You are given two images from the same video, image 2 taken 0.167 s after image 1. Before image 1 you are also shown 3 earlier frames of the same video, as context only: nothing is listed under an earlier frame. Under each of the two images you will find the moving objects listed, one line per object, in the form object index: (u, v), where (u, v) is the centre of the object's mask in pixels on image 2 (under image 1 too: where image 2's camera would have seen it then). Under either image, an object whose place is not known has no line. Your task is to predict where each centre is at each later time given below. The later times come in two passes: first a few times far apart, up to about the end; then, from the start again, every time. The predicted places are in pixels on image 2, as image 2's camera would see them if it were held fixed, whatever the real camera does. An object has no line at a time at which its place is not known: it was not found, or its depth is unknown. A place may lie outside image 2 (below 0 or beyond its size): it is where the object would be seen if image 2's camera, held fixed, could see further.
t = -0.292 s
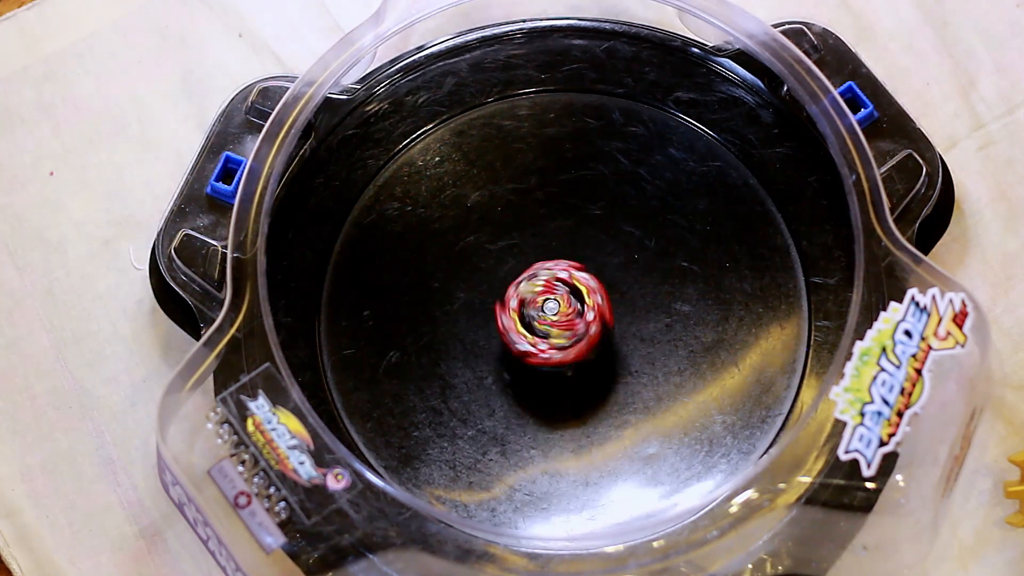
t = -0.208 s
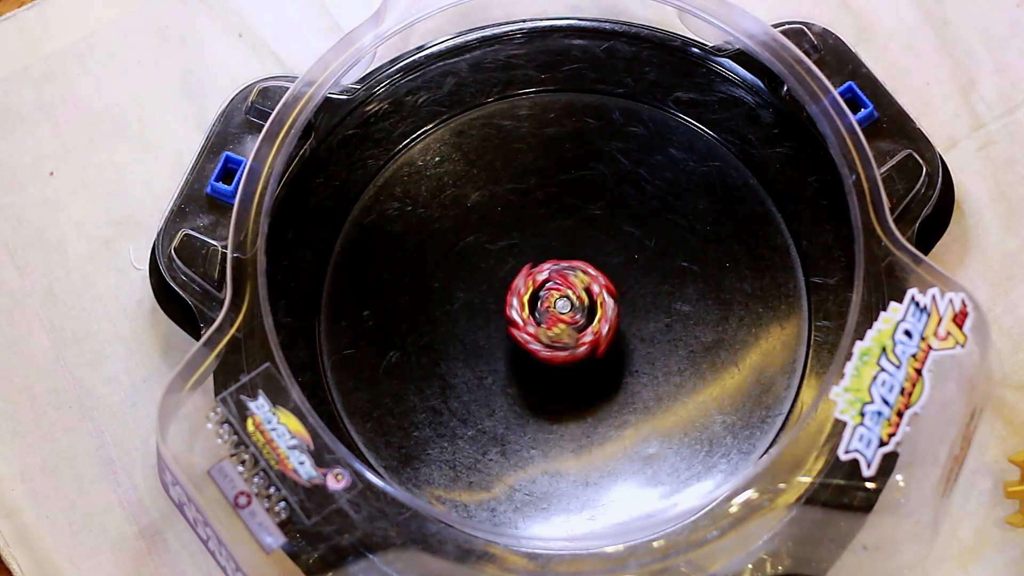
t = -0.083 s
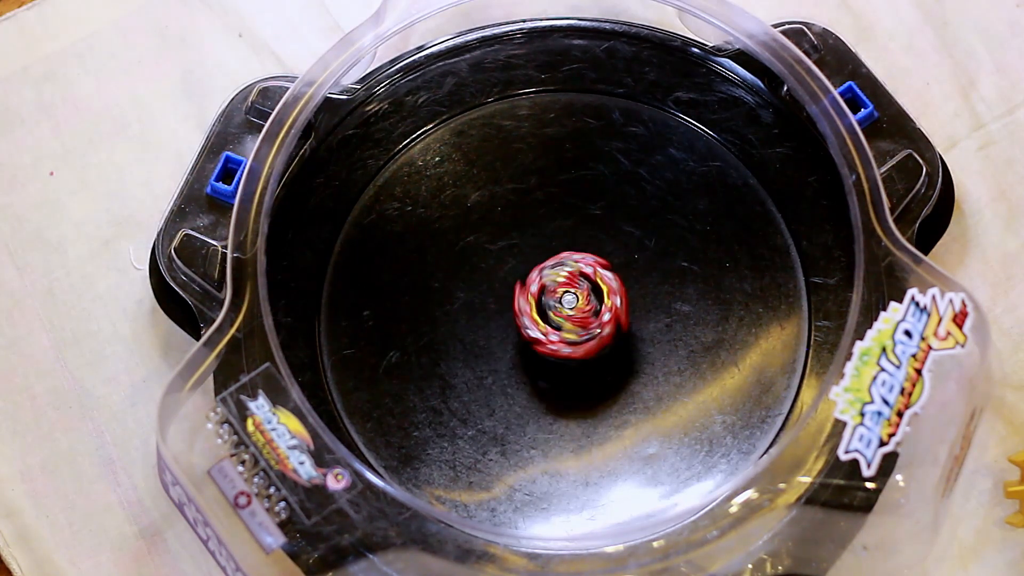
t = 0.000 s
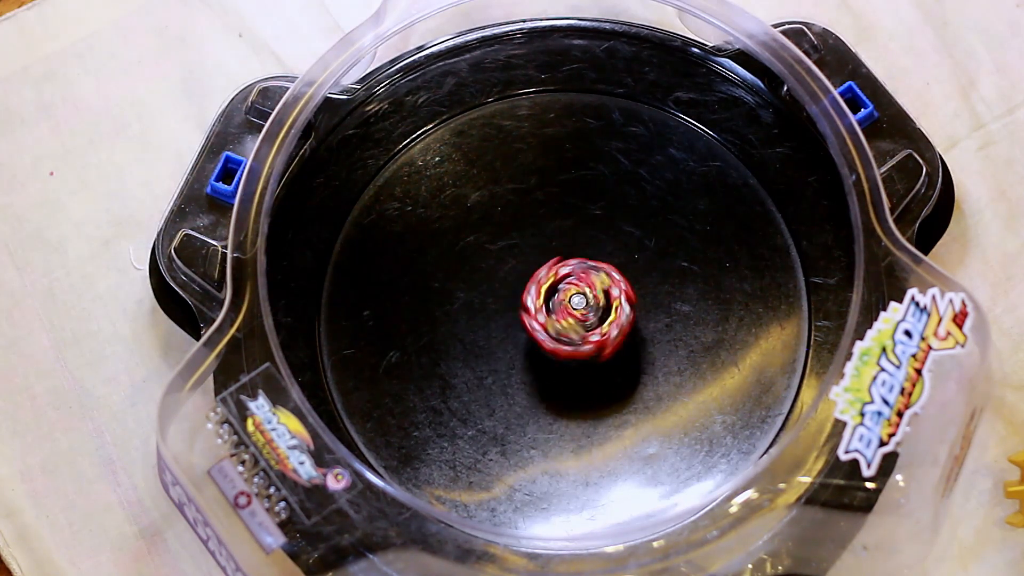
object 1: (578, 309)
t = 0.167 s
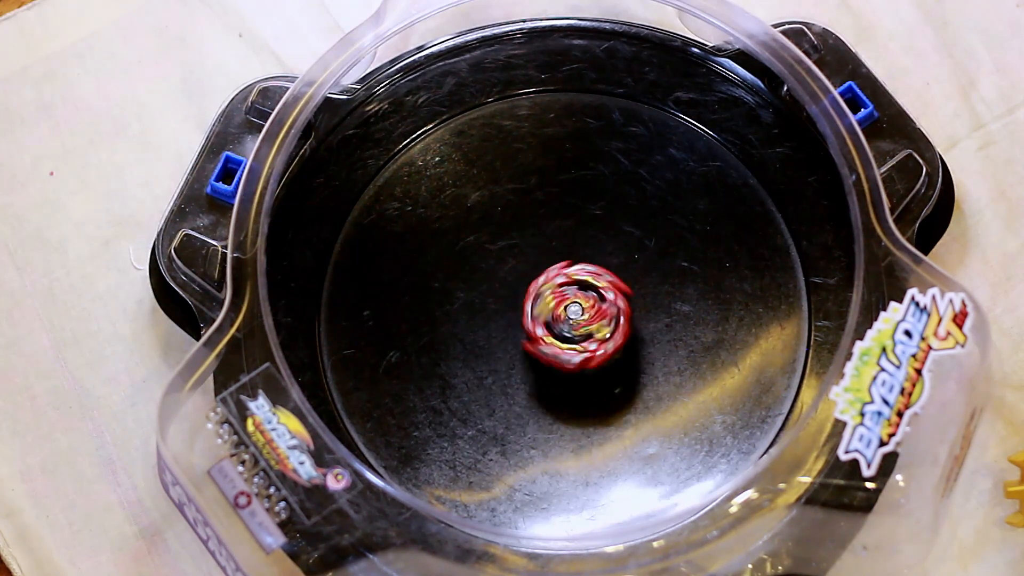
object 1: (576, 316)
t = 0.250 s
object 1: (574, 321)
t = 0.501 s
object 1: (564, 311)
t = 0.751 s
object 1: (564, 309)
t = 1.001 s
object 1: (562, 308)
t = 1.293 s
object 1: (560, 310)
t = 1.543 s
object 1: (559, 313)
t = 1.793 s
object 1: (562, 318)
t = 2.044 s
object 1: (562, 321)
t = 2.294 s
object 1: (566, 321)
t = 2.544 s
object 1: (567, 318)
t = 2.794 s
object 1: (568, 316)
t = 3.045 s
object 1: (571, 314)
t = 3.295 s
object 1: (569, 316)
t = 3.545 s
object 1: (567, 313)
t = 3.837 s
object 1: (569, 312)
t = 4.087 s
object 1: (567, 314)
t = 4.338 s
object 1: (567, 311)
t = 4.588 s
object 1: (566, 313)
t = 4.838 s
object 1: (568, 312)
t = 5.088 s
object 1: (565, 313)
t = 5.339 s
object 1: (565, 313)
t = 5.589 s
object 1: (564, 310)
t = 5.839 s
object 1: (561, 309)
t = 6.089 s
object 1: (561, 311)
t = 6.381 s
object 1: (562, 312)
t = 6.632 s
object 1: (562, 312)
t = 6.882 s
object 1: (562, 312)
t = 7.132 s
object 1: (563, 312)
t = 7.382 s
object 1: (563, 312)
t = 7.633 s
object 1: (563, 312)
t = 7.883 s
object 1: (563, 312)
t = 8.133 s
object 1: (563, 312)
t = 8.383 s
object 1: (563, 312)
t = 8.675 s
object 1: (563, 312)
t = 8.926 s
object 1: (562, 312)
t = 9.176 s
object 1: (563, 312)
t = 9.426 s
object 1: (563, 312)
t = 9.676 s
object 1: (563, 312)
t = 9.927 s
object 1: (563, 312)
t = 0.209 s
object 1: (575, 320)
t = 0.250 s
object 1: (574, 321)
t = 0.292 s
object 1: (573, 319)
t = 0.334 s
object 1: (570, 317)
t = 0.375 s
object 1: (566, 315)
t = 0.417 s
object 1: (565, 314)
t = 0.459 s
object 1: (565, 312)
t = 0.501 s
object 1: (564, 311)
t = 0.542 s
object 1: (566, 311)
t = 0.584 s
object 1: (567, 308)
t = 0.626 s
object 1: (565, 308)
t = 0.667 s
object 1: (563, 309)
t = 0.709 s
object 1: (563, 309)
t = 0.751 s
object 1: (564, 309)
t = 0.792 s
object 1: (566, 307)
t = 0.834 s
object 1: (564, 305)
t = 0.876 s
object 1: (562, 306)
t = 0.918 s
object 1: (561, 307)
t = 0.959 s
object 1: (561, 308)
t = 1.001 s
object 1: (562, 308)
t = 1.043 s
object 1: (562, 306)
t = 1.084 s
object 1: (560, 305)
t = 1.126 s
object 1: (558, 306)
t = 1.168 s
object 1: (558, 308)
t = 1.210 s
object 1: (559, 309)
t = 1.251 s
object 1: (559, 311)
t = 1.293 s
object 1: (560, 310)
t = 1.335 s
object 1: (558, 310)
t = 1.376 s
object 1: (556, 311)
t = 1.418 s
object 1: (556, 313)
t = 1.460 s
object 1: (556, 314)
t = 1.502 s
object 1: (557, 314)
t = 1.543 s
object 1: (559, 313)
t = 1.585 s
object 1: (558, 312)
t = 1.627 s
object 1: (557, 314)
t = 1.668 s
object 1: (557, 315)
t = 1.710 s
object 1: (558, 317)
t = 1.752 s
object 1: (559, 318)
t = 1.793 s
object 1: (562, 318)
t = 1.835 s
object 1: (562, 317)
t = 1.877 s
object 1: (560, 318)
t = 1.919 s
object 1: (559, 320)
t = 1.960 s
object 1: (559, 321)
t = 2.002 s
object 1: (560, 321)
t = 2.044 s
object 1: (562, 321)
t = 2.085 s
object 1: (564, 320)
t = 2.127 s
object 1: (564, 318)
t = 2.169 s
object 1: (563, 319)
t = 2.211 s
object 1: (564, 319)
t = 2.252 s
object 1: (565, 320)
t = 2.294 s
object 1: (566, 321)
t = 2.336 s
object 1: (568, 321)
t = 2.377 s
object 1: (569, 319)
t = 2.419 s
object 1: (569, 317)
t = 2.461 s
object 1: (567, 317)
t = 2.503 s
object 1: (567, 318)
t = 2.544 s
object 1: (567, 318)
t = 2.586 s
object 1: (568, 319)
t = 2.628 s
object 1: (569, 319)
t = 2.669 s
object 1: (571, 318)
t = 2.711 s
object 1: (571, 316)
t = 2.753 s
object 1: (569, 315)
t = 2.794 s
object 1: (568, 316)
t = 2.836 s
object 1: (568, 316)
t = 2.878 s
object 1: (568, 317)
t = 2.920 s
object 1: (568, 317)
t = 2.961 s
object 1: (570, 317)
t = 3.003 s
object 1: (571, 316)
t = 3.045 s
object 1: (571, 314)
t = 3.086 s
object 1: (570, 313)
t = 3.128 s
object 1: (568, 314)
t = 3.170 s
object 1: (568, 315)
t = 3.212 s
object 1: (568, 315)
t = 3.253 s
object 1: (568, 315)
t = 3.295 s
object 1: (569, 316)
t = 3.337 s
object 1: (570, 316)
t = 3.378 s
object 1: (571, 315)
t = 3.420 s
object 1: (570, 313)
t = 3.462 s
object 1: (569, 312)
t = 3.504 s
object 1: (568, 313)
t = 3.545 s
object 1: (567, 313)
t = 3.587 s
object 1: (567, 314)
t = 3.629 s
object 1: (568, 314)
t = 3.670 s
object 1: (568, 315)
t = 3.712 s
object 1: (569, 315)
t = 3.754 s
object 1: (570, 314)
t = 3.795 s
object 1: (570, 313)
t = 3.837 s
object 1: (569, 312)
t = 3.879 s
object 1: (568, 311)
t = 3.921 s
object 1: (567, 312)
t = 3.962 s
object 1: (567, 313)
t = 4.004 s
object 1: (567, 313)
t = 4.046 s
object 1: (567, 314)
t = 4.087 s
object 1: (567, 314)
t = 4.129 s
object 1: (567, 314)
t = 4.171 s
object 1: (568, 314)
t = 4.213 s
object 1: (569, 313)
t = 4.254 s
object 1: (569, 312)
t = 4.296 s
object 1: (568, 311)
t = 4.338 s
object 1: (567, 311)
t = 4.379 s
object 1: (567, 311)
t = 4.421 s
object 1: (566, 312)
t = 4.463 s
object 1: (566, 312)
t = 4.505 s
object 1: (566, 313)
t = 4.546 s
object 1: (566, 313)
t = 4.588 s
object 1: (566, 313)
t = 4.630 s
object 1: (567, 313)
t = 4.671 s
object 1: (567, 313)
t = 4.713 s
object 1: (567, 313)
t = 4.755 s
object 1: (568, 313)
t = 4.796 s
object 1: (568, 312)
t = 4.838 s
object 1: (568, 312)
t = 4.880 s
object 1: (567, 311)
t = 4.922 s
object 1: (566, 310)
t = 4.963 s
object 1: (566, 310)
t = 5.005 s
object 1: (565, 312)
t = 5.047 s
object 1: (565, 313)
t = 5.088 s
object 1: (565, 313)
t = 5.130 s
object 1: (565, 313)
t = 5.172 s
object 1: (565, 313)
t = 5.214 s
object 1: (565, 313)
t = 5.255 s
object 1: (565, 313)
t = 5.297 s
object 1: (565, 313)
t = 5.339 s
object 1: (565, 313)
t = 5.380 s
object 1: (566, 312)
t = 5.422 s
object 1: (566, 312)
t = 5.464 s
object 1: (566, 311)
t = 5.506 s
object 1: (566, 311)
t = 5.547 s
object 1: (565, 310)
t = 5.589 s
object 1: (564, 310)
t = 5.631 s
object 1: (564, 309)
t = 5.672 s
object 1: (564, 309)
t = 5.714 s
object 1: (563, 308)
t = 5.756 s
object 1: (563, 309)
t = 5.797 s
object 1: (562, 309)
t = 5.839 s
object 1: (561, 309)
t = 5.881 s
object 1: (561, 310)
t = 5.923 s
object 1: (561, 311)
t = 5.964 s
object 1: (561, 311)
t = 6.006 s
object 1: (561, 311)
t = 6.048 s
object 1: (561, 311)
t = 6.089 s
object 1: (561, 311)
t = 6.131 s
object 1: (562, 312)
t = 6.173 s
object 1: (562, 312)
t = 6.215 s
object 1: (561, 312)
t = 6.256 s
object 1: (562, 312)
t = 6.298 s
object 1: (562, 312)
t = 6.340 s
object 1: (562, 312)
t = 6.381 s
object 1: (562, 312)
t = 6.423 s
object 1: (562, 312)
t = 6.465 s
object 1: (562, 312)
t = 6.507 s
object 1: (562, 312)
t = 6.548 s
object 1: (562, 312)
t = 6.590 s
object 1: (562, 312)
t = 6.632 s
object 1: (562, 312)
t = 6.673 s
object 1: (562, 312)
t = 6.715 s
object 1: (562, 312)
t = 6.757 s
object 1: (562, 312)
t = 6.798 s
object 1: (562, 311)
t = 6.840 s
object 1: (562, 312)
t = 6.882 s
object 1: (562, 312)
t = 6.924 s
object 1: (562, 312)
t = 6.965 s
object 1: (562, 312)
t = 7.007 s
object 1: (562, 312)
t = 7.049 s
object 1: (562, 312)
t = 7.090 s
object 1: (563, 312)
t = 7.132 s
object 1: (563, 312)
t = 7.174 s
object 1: (562, 312)
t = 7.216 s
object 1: (562, 312)
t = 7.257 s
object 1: (562, 312)
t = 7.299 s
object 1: (563, 312)
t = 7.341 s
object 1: (563, 312)
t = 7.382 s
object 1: (563, 312)
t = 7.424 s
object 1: (563, 312)
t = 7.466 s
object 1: (563, 312)
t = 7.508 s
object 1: (563, 312)
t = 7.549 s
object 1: (563, 312)
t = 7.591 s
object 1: (563, 312)
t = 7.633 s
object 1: (563, 312)
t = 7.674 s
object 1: (563, 312)
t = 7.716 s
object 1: (563, 312)
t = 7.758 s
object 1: (563, 312)
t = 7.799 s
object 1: (563, 312)
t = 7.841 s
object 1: (563, 312)
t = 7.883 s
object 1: (563, 312)
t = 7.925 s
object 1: (563, 312)
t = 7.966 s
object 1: (563, 312)
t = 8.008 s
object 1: (563, 312)
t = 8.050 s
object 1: (563, 312)
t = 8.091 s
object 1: (563, 312)
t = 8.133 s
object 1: (563, 312)
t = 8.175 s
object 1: (563, 312)
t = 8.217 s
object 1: (563, 312)
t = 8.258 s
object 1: (563, 312)
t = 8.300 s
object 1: (563, 312)
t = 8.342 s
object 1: (563, 312)
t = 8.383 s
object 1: (563, 312)
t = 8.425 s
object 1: (563, 312)
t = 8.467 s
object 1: (562, 312)
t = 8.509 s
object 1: (562, 312)
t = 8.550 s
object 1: (562, 312)
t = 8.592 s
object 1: (562, 312)
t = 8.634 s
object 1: (563, 312)
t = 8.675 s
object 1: (563, 312)
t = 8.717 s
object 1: (563, 312)
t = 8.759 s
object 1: (562, 312)
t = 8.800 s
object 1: (563, 312)
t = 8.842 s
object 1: (562, 312)
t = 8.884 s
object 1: (562, 312)
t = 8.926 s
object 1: (562, 312)
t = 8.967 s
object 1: (562, 312)
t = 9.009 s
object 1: (563, 312)
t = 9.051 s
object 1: (562, 312)
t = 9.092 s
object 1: (562, 312)
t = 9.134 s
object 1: (562, 312)
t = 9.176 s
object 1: (563, 312)
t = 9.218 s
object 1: (563, 312)
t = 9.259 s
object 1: (563, 312)
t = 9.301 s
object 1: (563, 312)
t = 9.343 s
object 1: (563, 312)
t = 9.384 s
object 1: (563, 312)
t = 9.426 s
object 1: (563, 312)
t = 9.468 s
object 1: (563, 312)
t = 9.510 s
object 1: (563, 312)
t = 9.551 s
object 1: (563, 312)
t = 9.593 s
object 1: (563, 312)
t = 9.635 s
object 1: (563, 312)
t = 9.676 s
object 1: (563, 312)
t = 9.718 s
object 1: (562, 312)
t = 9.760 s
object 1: (562, 312)
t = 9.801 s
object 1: (563, 312)
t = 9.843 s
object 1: (562, 312)
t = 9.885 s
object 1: (562, 312)
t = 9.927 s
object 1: (563, 312)
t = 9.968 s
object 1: (562, 312)
